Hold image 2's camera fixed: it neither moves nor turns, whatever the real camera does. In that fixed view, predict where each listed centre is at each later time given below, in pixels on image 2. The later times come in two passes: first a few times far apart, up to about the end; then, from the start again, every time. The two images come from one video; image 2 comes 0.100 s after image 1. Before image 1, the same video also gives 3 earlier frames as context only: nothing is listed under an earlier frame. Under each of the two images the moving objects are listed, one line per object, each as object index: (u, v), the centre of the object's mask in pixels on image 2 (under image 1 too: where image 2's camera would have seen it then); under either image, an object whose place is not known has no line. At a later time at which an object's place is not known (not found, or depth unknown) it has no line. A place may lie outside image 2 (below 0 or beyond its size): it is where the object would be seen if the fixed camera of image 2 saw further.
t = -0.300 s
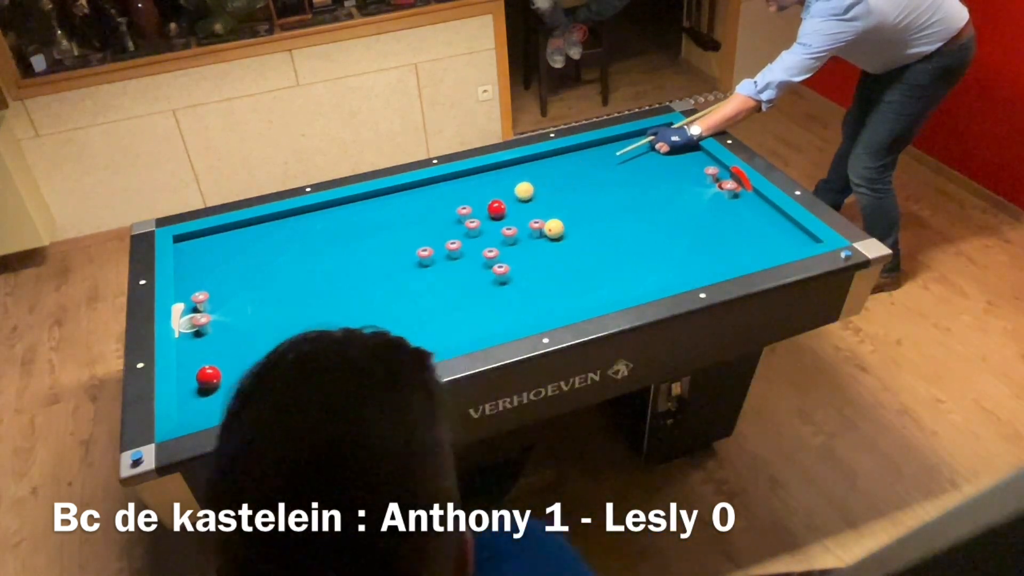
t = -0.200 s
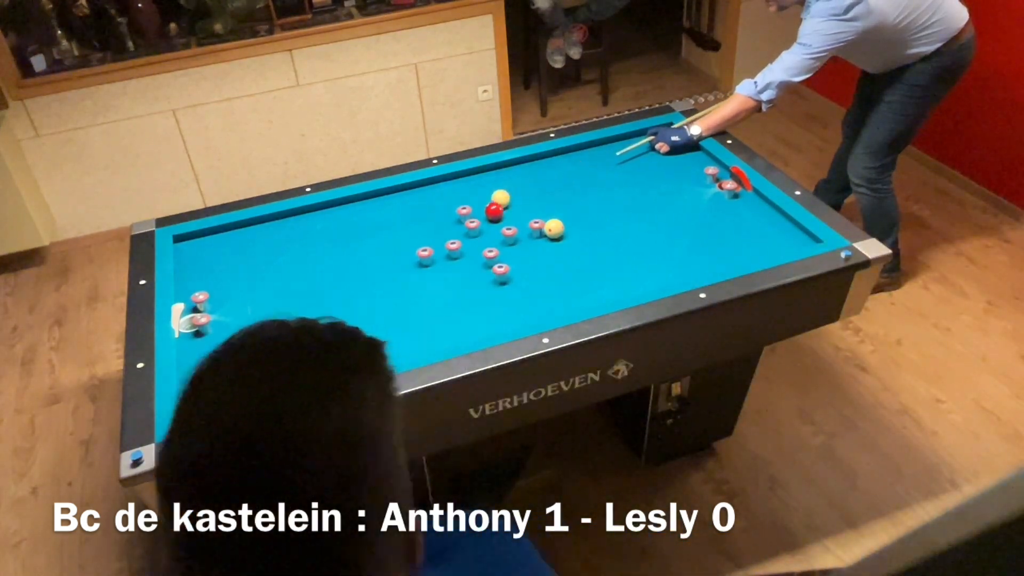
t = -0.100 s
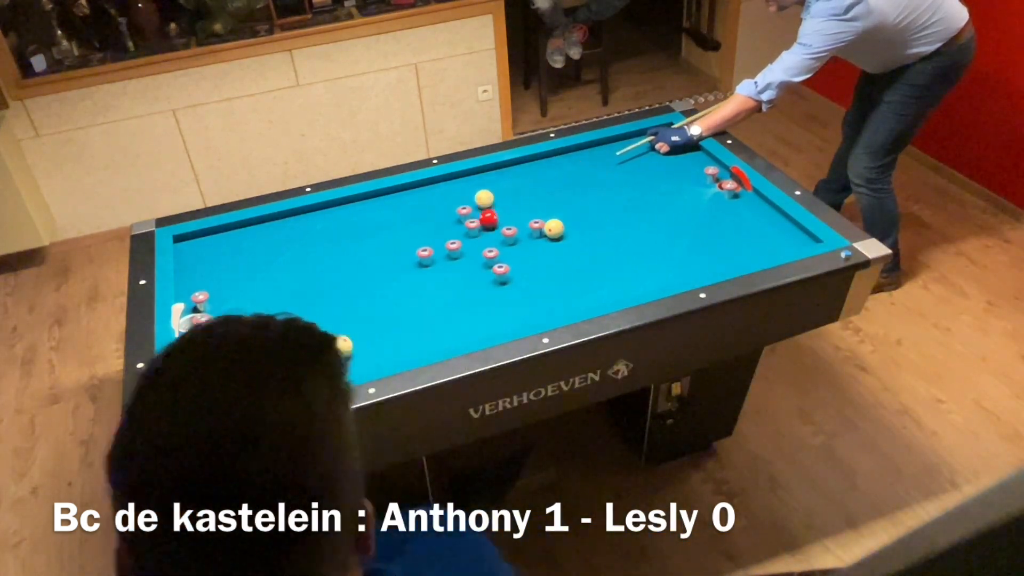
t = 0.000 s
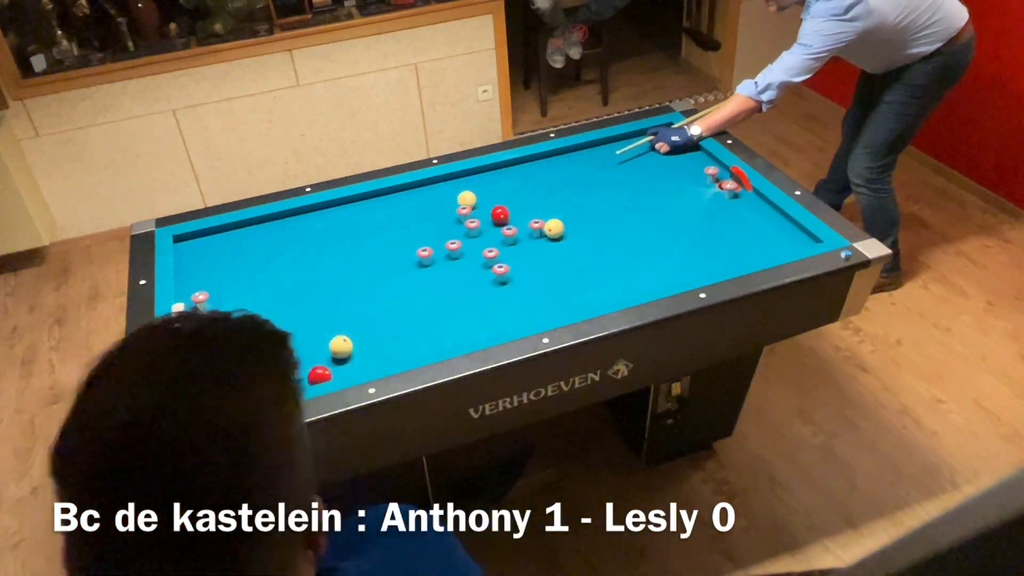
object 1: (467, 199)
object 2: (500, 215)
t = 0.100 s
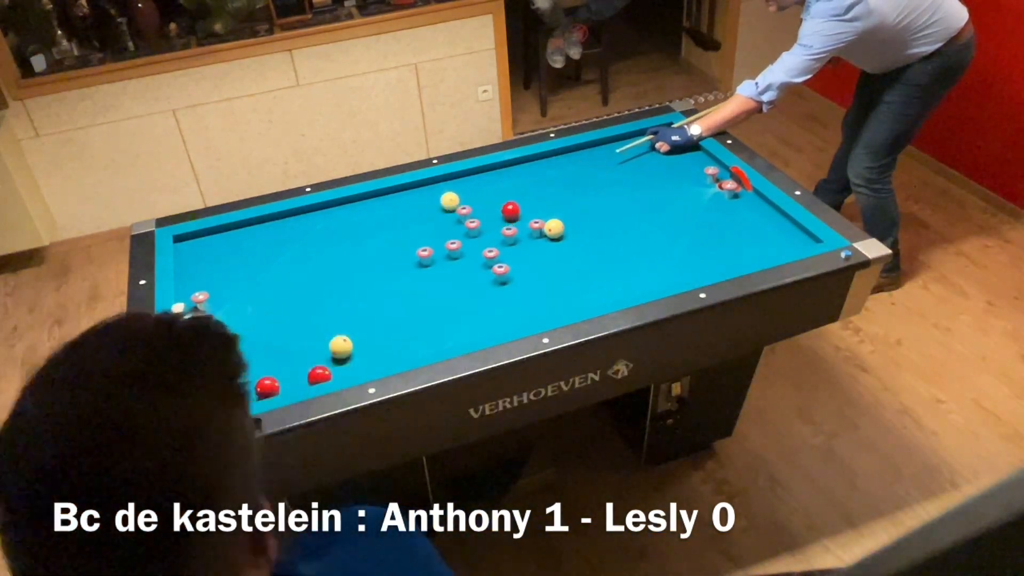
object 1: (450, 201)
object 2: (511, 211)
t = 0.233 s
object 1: (427, 203)
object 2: (525, 206)
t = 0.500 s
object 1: (383, 206)
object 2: (552, 195)
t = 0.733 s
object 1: (345, 208)
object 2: (573, 187)
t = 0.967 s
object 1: (309, 211)
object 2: (594, 179)
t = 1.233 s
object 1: (274, 223)
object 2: (616, 171)
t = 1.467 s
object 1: (243, 234)
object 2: (634, 164)
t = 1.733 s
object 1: (208, 246)
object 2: (653, 156)
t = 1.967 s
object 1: (188, 255)
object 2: (669, 150)
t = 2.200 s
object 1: (206, 257)
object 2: (684, 145)
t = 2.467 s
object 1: (226, 260)
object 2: (679, 144)
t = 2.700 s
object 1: (244, 262)
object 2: (669, 145)
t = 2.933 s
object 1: (260, 265)
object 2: (659, 146)
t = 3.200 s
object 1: (278, 267)
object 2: (650, 147)
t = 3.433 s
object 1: (293, 269)
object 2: (642, 148)
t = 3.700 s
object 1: (310, 271)
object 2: (634, 149)
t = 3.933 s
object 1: (323, 272)
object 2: (627, 150)
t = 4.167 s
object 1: (337, 274)
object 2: (621, 150)
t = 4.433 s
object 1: (351, 276)
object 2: (616, 151)
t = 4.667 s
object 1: (362, 278)
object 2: (611, 152)
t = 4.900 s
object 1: (373, 279)
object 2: (608, 153)
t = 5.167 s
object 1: (384, 281)
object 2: (604, 153)
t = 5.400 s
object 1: (393, 282)
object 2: (602, 154)
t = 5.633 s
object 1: (402, 283)
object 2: (600, 154)
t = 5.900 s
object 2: (599, 154)
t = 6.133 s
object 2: (599, 154)
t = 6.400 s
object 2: (599, 155)
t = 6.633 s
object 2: (599, 154)
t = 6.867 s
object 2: (599, 154)
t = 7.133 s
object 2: (599, 154)
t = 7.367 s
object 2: (599, 154)
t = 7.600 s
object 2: (599, 154)
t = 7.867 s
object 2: (599, 154)
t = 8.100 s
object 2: (599, 154)
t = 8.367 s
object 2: (599, 154)
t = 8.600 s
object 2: (599, 154)
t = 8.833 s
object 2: (599, 154)
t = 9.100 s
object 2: (599, 154)
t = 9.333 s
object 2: (599, 154)
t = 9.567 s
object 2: (599, 154)
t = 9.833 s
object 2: (599, 154)
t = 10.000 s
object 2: (599, 154)
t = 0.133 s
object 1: (444, 202)
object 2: (514, 209)
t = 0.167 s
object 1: (438, 202)
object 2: (518, 208)
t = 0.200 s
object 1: (433, 203)
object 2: (521, 207)
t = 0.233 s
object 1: (427, 203)
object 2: (525, 206)
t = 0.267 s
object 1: (422, 203)
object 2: (528, 204)
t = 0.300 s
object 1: (416, 203)
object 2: (532, 203)
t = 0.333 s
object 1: (410, 204)
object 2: (535, 202)
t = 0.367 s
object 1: (405, 204)
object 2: (539, 200)
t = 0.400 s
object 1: (399, 204)
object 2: (542, 199)
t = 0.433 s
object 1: (394, 205)
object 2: (545, 198)
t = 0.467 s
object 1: (388, 205)
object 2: (548, 197)
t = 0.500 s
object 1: (383, 206)
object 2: (552, 195)
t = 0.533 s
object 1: (377, 206)
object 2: (555, 194)
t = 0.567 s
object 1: (372, 206)
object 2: (558, 193)
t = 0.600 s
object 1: (367, 207)
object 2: (561, 192)
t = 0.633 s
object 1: (361, 207)
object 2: (564, 190)
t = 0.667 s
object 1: (356, 207)
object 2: (567, 189)
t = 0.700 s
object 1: (350, 208)
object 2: (570, 188)
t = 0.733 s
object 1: (345, 208)
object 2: (573, 187)
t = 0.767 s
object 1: (340, 208)
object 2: (576, 186)
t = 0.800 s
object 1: (334, 209)
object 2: (579, 185)
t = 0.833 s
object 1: (329, 209)
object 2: (582, 183)
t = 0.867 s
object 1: (324, 209)
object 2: (585, 182)
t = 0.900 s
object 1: (319, 210)
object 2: (588, 181)
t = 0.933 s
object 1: (313, 210)
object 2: (591, 180)
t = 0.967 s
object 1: (309, 211)
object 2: (594, 179)
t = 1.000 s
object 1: (304, 212)
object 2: (597, 178)
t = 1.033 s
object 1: (300, 214)
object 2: (599, 177)
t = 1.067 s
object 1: (295, 216)
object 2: (602, 176)
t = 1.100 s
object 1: (291, 217)
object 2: (605, 175)
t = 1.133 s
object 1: (287, 218)
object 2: (608, 174)
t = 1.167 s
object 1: (282, 220)
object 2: (610, 173)
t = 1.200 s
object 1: (278, 221)
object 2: (613, 172)
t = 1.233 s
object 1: (274, 223)
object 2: (616, 171)
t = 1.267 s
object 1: (269, 225)
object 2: (619, 169)
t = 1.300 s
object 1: (265, 226)
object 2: (621, 168)
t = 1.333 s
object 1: (260, 228)
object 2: (624, 167)
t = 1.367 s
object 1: (256, 229)
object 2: (626, 167)
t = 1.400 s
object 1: (252, 231)
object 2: (629, 165)
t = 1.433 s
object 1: (247, 232)
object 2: (631, 164)
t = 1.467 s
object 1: (243, 234)
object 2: (634, 164)
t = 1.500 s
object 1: (238, 235)
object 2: (636, 162)
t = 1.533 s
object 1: (234, 237)
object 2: (639, 162)
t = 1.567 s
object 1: (230, 238)
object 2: (641, 161)
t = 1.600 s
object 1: (225, 240)
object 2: (644, 160)
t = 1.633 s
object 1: (221, 242)
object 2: (646, 159)
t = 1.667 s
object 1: (216, 243)
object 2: (649, 158)
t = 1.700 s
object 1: (212, 245)
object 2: (651, 157)
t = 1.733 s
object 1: (208, 246)
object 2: (653, 156)
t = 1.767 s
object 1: (203, 248)
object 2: (655, 155)
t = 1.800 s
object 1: (199, 249)
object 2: (658, 155)
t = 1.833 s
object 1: (194, 251)
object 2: (660, 154)
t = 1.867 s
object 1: (190, 252)
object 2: (663, 153)
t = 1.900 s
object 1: (185, 254)
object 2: (665, 152)
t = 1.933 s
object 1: (185, 255)
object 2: (667, 151)
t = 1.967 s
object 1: (188, 255)
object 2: (669, 150)
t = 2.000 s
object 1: (191, 255)
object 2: (671, 150)
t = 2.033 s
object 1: (193, 256)
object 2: (674, 149)
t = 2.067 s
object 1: (196, 256)
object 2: (676, 148)
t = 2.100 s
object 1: (198, 257)
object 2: (678, 147)
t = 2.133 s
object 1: (201, 257)
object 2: (680, 146)
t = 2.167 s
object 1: (203, 257)
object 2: (682, 145)
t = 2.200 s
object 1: (206, 257)
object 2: (684, 145)
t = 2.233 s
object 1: (209, 258)
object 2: (686, 144)
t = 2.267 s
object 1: (211, 258)
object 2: (688, 143)
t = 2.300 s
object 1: (214, 259)
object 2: (687, 143)
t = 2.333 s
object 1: (216, 259)
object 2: (685, 143)
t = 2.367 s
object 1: (219, 259)
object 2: (684, 143)
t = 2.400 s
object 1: (221, 260)
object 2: (682, 144)
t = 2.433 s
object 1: (224, 260)
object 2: (681, 144)
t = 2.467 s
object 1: (226, 260)
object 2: (679, 144)
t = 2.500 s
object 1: (229, 261)
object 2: (678, 144)
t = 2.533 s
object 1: (231, 261)
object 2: (676, 144)
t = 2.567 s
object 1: (234, 261)
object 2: (675, 145)
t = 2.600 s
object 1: (236, 261)
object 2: (673, 145)
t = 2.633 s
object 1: (239, 262)
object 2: (672, 145)
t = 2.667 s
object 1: (241, 262)
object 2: (670, 145)
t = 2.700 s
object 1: (244, 262)
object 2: (669, 145)
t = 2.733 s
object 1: (246, 263)
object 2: (668, 145)
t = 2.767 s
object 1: (248, 263)
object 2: (666, 145)
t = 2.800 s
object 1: (251, 263)
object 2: (665, 145)
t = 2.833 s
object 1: (253, 264)
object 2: (663, 145)
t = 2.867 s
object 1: (255, 264)
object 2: (662, 146)
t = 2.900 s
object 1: (258, 264)
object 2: (661, 146)
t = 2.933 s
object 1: (260, 265)
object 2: (659, 146)
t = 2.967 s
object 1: (262, 265)
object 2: (658, 146)
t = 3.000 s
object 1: (265, 265)
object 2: (657, 146)
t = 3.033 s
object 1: (267, 265)
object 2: (656, 146)
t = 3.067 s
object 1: (269, 266)
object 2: (654, 146)
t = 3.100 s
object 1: (271, 266)
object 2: (653, 147)
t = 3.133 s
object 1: (273, 266)
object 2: (652, 147)
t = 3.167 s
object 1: (276, 267)
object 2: (651, 147)
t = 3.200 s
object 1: (278, 267)
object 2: (650, 147)
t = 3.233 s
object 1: (280, 267)
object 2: (649, 147)
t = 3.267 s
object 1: (282, 267)
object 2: (648, 147)
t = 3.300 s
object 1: (285, 268)
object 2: (646, 148)
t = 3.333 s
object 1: (287, 268)
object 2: (645, 148)
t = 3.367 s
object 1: (289, 268)
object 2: (644, 148)
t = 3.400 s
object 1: (291, 268)
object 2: (643, 148)
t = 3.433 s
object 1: (293, 269)
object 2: (642, 148)
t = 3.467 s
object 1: (295, 269)
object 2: (641, 148)
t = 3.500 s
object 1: (297, 269)
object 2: (640, 148)
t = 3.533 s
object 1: (299, 269)
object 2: (639, 148)
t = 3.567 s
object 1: (302, 270)
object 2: (638, 148)
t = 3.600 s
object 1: (304, 270)
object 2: (636, 148)
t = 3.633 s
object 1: (306, 270)
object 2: (636, 149)
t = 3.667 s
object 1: (308, 270)
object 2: (635, 149)
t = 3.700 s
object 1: (310, 271)
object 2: (634, 149)
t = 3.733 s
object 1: (312, 271)
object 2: (633, 149)
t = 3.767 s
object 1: (314, 271)
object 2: (632, 149)
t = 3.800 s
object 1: (316, 272)
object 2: (631, 149)
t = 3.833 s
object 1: (318, 272)
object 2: (630, 149)
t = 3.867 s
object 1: (319, 272)
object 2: (629, 149)
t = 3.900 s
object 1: (322, 272)
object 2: (628, 149)
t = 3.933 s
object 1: (323, 272)
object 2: (627, 150)
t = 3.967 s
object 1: (326, 273)
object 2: (626, 150)
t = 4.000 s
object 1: (327, 273)
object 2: (625, 150)
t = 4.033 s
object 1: (329, 273)
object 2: (624, 150)
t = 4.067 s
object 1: (331, 273)
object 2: (624, 150)
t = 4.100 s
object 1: (333, 274)
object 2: (623, 150)
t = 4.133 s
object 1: (335, 274)
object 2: (622, 150)
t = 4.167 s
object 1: (337, 274)
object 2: (621, 150)
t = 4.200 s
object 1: (338, 274)
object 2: (621, 150)
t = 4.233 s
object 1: (340, 275)
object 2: (620, 151)
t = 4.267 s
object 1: (342, 275)
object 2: (619, 151)
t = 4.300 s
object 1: (344, 275)
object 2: (619, 151)
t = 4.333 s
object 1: (345, 275)
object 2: (618, 151)
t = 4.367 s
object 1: (347, 276)
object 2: (617, 151)
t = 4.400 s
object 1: (349, 276)
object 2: (616, 151)
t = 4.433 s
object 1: (351, 276)
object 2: (616, 151)
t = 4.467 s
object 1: (352, 276)
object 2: (615, 151)
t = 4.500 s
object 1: (354, 277)
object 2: (615, 151)
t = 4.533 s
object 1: (356, 277)
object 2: (614, 151)
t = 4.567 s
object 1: (357, 277)
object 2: (613, 151)
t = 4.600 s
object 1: (359, 277)
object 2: (613, 152)
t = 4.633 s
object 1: (361, 278)
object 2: (612, 152)
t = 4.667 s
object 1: (362, 278)
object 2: (611, 152)
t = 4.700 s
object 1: (364, 278)
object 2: (611, 152)
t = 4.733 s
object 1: (365, 278)
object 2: (610, 152)
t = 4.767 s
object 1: (367, 278)
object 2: (610, 152)
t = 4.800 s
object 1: (368, 279)
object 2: (609, 152)
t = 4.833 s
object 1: (370, 279)
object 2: (609, 152)
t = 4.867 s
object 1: (371, 279)
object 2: (608, 152)
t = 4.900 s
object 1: (373, 279)
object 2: (608, 153)
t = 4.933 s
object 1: (374, 279)
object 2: (607, 153)
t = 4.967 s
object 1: (376, 280)
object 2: (607, 153)
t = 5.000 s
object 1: (377, 280)
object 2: (607, 153)
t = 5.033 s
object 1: (379, 280)
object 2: (606, 153)
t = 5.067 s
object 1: (380, 280)
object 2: (606, 153)
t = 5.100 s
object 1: (381, 280)
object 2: (605, 153)
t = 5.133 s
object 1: (383, 280)
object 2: (605, 153)
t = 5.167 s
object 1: (384, 281)
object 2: (604, 153)
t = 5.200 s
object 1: (386, 281)
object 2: (604, 153)
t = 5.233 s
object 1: (387, 281)
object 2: (604, 153)
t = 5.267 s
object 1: (388, 281)
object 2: (603, 153)
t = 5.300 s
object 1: (389, 281)
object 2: (603, 153)
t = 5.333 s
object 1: (391, 281)
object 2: (603, 154)
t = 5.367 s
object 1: (392, 282)
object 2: (602, 154)
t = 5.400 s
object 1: (393, 282)
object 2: (602, 154)
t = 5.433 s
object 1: (395, 282)
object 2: (602, 154)
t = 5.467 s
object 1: (396, 282)
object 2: (601, 154)
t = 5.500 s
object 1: (397, 282)
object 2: (601, 154)
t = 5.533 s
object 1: (398, 282)
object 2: (601, 154)
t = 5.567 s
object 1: (399, 283)
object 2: (601, 154)
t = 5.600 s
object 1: (400, 283)
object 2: (600, 154)
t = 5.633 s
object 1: (402, 283)
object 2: (600, 154)
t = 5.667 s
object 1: (403, 283)
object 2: (600, 154)
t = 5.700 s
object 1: (404, 283)
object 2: (600, 154)
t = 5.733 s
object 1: (405, 283)
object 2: (600, 154)
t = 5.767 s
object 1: (406, 283)
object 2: (599, 154)
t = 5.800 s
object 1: (407, 284)
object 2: (599, 154)
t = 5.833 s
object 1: (408, 284)
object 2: (599, 154)
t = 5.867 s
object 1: (409, 284)
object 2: (599, 154)
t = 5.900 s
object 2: (599, 154)
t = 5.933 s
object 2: (599, 154)
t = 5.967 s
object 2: (599, 154)
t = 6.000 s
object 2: (599, 154)
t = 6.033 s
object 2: (599, 154)
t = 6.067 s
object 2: (599, 154)
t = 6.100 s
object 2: (599, 154)
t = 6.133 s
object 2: (599, 154)
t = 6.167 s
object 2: (599, 154)
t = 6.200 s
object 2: (599, 154)
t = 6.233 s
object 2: (599, 154)
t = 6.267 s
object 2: (599, 154)
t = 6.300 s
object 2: (599, 154)
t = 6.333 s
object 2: (599, 154)
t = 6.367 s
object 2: (599, 155)
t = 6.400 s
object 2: (599, 155)
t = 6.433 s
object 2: (599, 154)
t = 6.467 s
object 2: (599, 154)
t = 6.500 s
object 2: (599, 154)
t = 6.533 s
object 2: (599, 154)
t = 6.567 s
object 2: (599, 154)
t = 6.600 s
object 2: (599, 154)
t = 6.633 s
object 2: (599, 154)
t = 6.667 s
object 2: (599, 154)
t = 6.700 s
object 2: (599, 154)
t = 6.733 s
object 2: (599, 154)
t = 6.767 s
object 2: (599, 154)
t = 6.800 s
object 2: (599, 154)
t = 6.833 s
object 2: (599, 154)
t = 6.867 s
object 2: (599, 154)
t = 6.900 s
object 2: (599, 154)
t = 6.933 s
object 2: (599, 154)
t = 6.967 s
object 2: (599, 154)
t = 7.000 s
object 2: (599, 154)
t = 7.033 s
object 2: (599, 154)
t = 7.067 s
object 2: (599, 154)
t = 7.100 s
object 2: (599, 154)
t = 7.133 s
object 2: (599, 154)
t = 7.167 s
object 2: (599, 154)
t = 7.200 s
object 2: (599, 154)
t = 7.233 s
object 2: (599, 154)
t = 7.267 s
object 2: (599, 154)
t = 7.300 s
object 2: (599, 154)
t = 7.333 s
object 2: (599, 154)
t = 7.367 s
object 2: (599, 154)
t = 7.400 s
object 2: (599, 154)
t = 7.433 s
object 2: (599, 154)
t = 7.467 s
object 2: (599, 154)
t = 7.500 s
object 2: (599, 154)
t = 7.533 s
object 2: (599, 154)
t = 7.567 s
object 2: (599, 154)
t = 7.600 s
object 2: (599, 154)
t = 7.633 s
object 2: (599, 154)
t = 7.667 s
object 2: (599, 154)
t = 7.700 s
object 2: (599, 154)
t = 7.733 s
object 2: (599, 154)
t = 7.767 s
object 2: (599, 154)
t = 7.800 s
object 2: (599, 154)
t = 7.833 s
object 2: (599, 154)
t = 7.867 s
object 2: (599, 154)
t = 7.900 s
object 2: (599, 154)
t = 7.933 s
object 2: (599, 154)
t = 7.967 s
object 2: (599, 154)
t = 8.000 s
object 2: (599, 154)
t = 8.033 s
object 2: (599, 154)
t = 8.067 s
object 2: (599, 154)
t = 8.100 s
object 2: (599, 154)
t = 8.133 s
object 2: (599, 154)
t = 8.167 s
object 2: (599, 154)
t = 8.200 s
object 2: (599, 154)
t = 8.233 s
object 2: (599, 154)
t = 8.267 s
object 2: (599, 154)
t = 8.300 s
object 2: (599, 154)
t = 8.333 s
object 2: (599, 154)
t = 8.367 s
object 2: (599, 154)
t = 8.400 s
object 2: (599, 154)
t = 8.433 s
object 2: (599, 154)
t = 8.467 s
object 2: (599, 154)
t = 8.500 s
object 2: (599, 154)
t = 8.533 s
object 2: (599, 154)
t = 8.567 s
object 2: (599, 154)
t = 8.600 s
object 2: (599, 154)
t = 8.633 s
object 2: (599, 154)
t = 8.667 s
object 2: (599, 154)
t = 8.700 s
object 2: (599, 154)
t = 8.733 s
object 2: (599, 154)
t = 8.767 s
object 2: (599, 154)
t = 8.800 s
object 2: (599, 154)
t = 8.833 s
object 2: (599, 154)
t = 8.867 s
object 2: (599, 154)
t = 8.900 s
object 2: (599, 154)
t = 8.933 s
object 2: (599, 154)
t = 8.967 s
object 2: (599, 154)
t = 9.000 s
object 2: (599, 154)
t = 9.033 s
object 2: (599, 154)
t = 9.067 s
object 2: (599, 154)
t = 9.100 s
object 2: (599, 154)
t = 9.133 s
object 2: (599, 154)
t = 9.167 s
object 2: (599, 154)
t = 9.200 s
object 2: (599, 154)
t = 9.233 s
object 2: (599, 154)
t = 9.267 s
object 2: (599, 154)
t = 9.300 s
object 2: (599, 154)
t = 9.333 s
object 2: (599, 154)
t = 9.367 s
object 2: (599, 154)
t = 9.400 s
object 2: (599, 154)
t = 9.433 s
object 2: (599, 154)
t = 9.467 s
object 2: (599, 154)
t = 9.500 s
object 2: (599, 154)
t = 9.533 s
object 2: (599, 154)
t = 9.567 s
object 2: (599, 154)
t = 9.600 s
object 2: (599, 154)
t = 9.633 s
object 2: (599, 154)
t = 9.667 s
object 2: (599, 154)
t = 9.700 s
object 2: (599, 154)
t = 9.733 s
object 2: (599, 154)
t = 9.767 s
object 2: (599, 154)
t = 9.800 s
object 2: (599, 154)
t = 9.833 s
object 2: (599, 154)
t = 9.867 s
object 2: (599, 154)
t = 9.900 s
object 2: (599, 154)
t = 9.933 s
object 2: (599, 154)
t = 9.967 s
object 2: (599, 154)
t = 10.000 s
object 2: (599, 154)
